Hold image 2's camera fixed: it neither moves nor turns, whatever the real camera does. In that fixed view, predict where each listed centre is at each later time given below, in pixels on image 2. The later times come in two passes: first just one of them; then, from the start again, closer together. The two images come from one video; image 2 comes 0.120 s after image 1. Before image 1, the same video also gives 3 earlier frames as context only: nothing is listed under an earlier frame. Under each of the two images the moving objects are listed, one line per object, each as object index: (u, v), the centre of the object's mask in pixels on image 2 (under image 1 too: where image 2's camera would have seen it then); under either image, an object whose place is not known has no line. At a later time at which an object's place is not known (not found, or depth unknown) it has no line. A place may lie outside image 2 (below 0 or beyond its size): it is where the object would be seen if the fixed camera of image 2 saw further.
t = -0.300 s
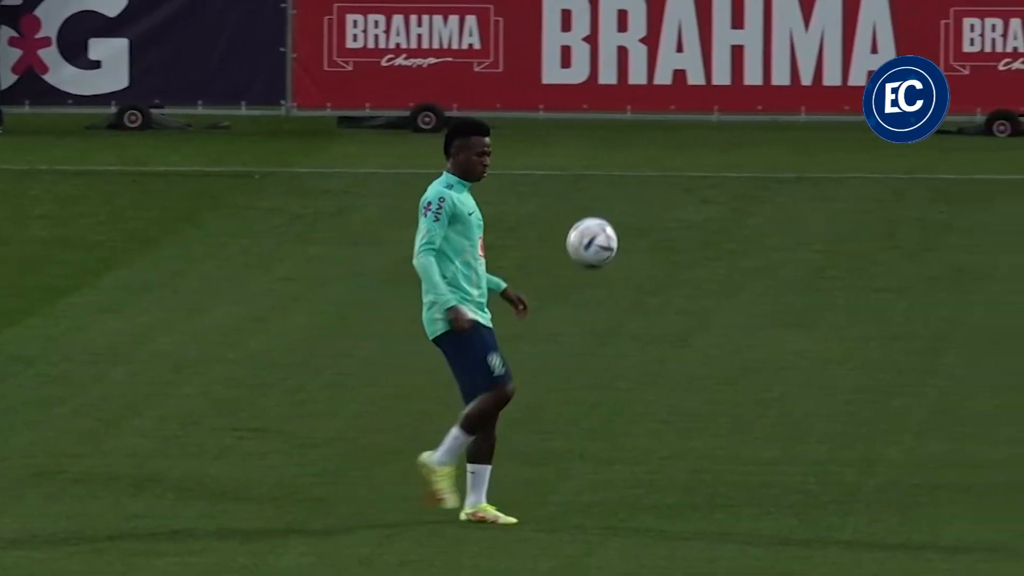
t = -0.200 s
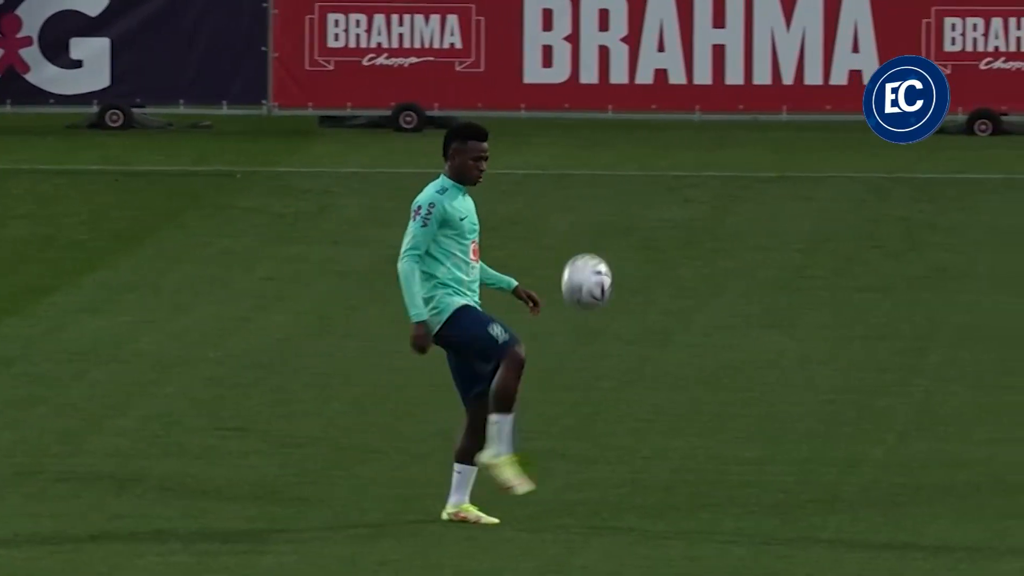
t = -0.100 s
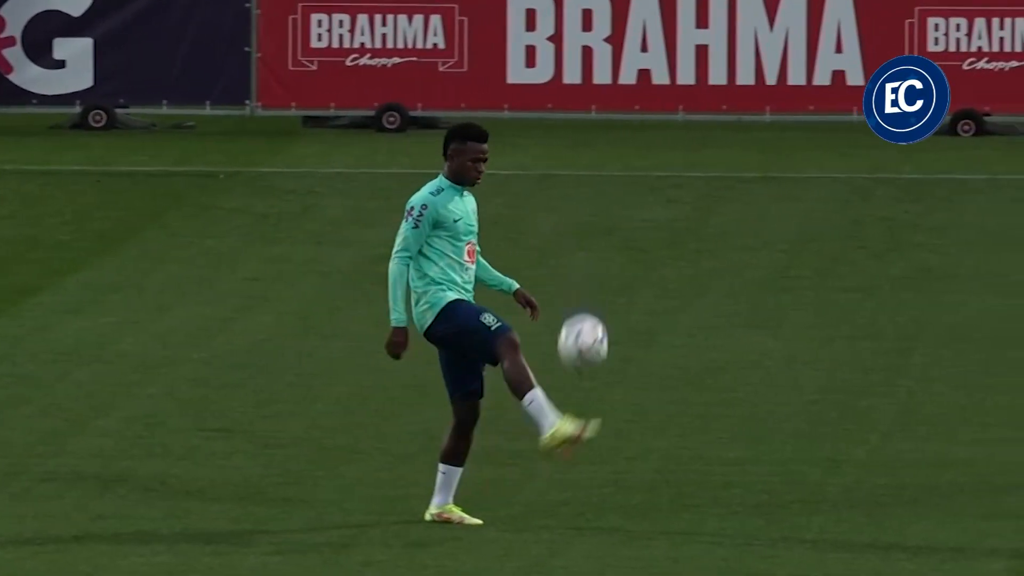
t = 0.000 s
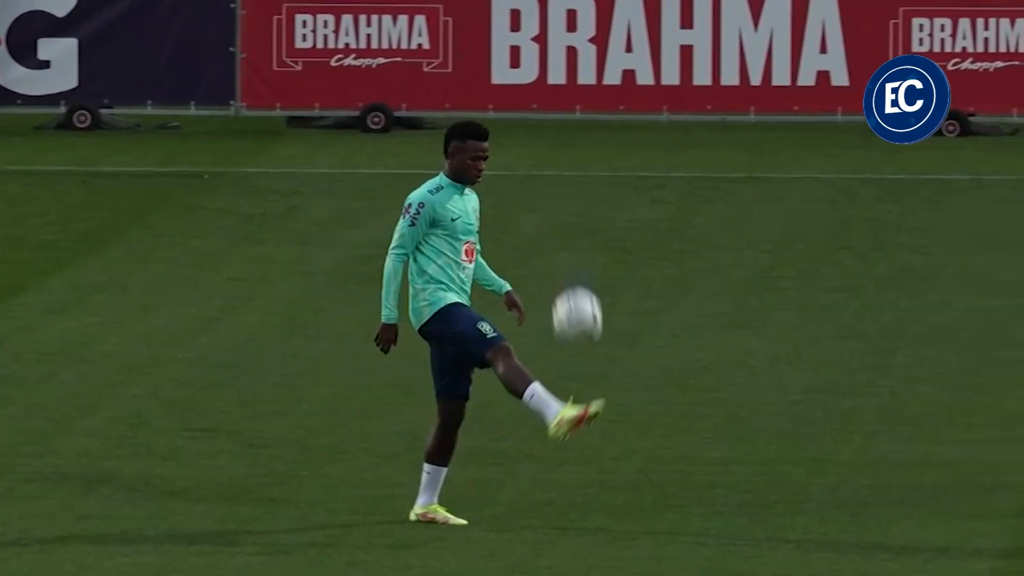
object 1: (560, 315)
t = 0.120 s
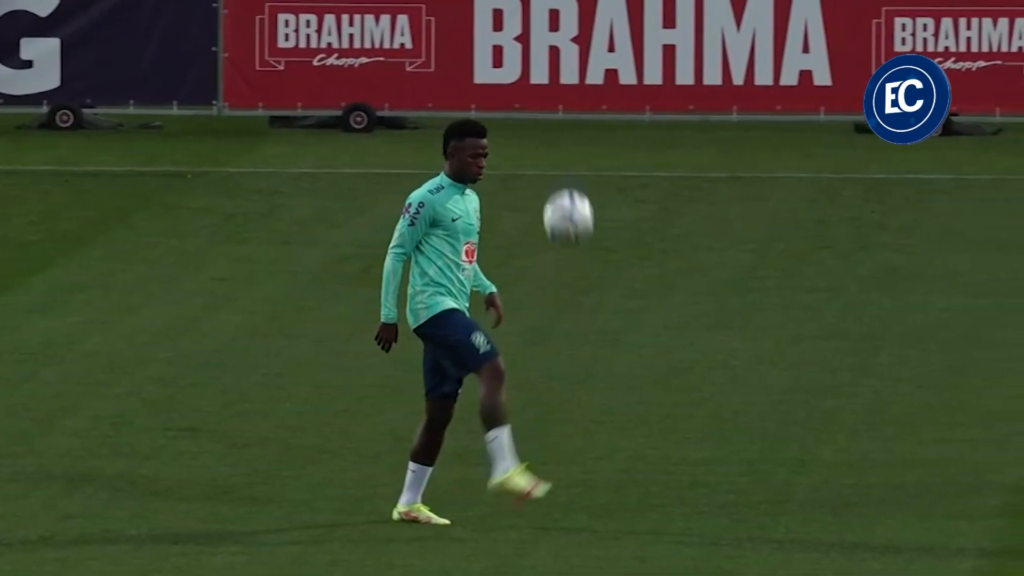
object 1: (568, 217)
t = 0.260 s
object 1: (577, 143)
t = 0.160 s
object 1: (571, 191)
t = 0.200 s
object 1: (573, 168)
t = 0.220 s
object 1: (575, 160)
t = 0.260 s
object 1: (577, 143)
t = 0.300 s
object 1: (580, 129)
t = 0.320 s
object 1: (581, 123)
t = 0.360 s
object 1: (583, 115)
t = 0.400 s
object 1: (586, 111)
